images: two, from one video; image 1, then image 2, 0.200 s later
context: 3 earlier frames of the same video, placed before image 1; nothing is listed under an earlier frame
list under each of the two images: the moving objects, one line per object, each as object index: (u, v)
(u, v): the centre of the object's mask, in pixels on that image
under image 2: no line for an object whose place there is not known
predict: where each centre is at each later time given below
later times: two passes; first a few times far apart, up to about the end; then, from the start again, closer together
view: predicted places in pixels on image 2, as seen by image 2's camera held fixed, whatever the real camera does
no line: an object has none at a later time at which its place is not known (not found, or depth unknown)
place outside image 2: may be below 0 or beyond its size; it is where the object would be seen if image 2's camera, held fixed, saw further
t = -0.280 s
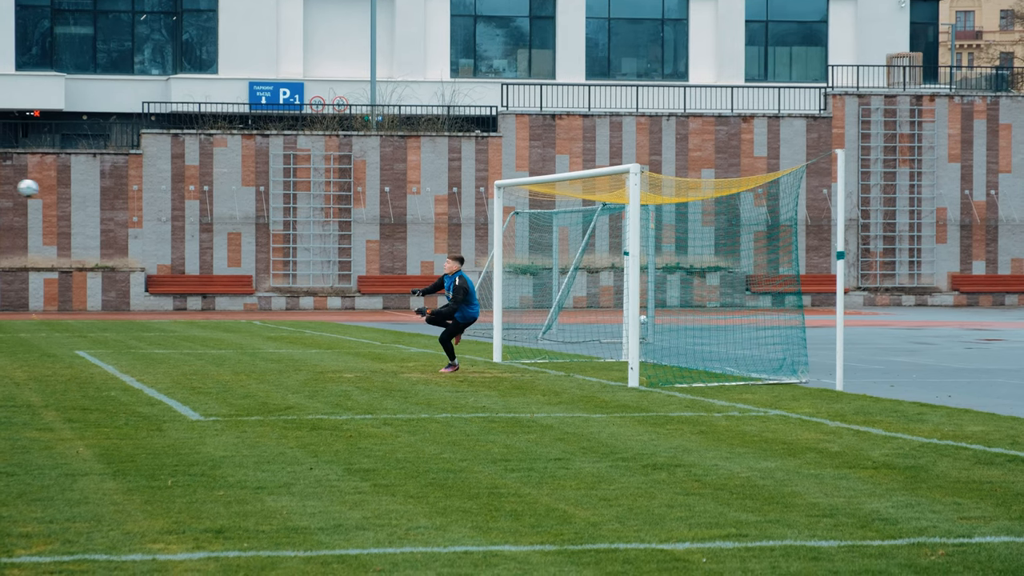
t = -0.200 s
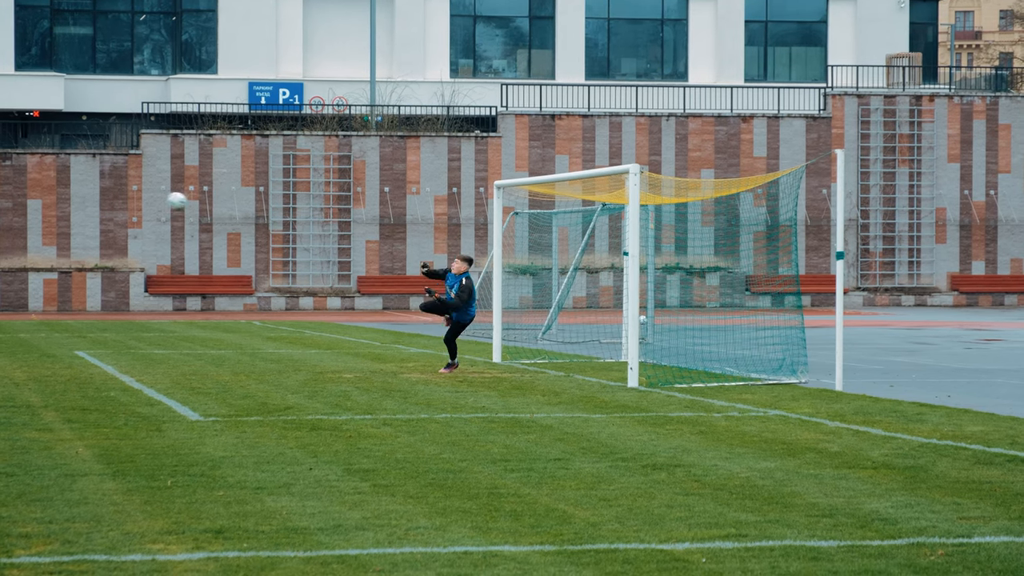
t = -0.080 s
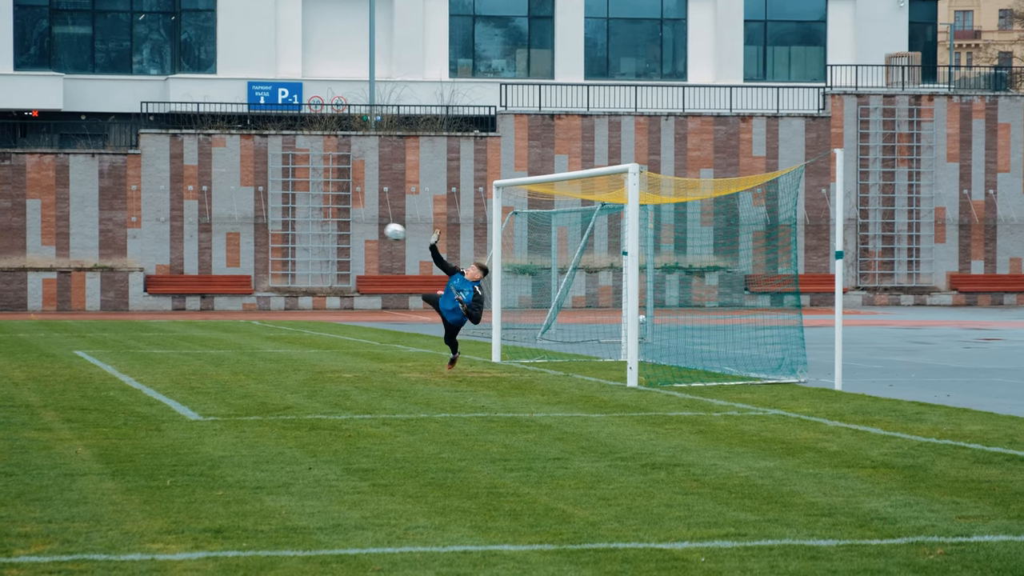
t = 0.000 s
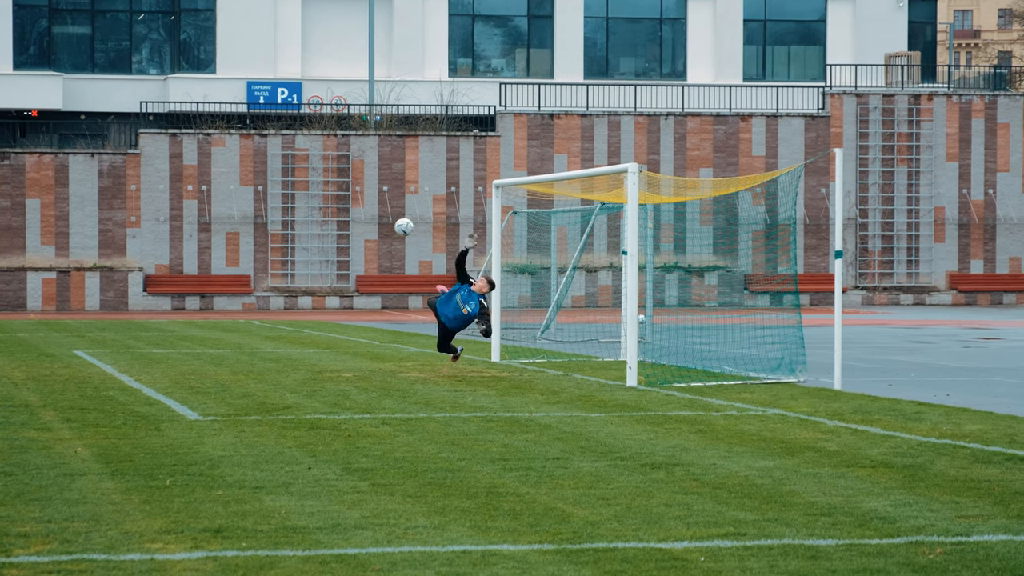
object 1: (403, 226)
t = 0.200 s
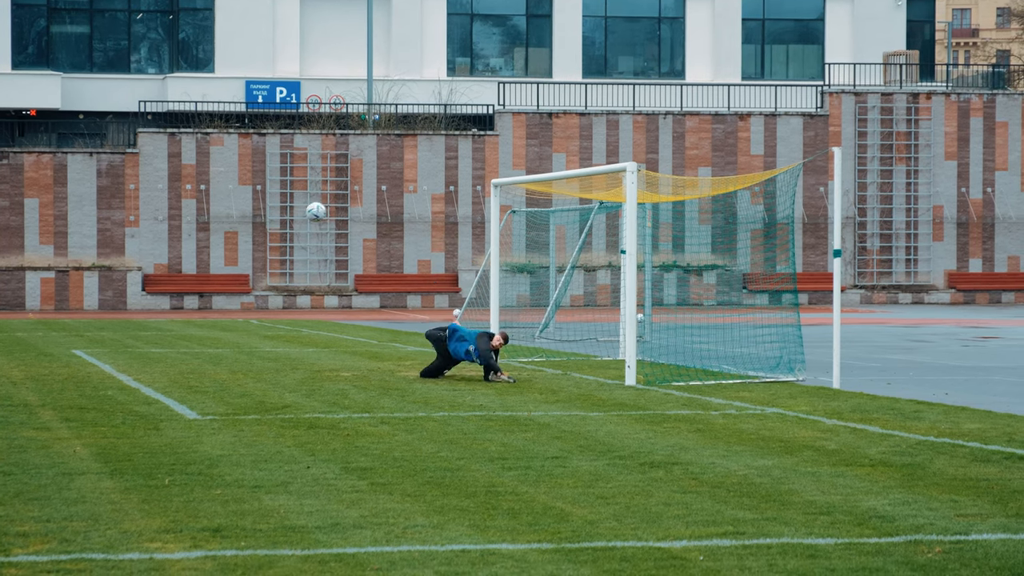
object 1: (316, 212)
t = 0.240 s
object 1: (297, 213)
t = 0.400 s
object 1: (221, 235)
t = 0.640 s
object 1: (95, 324)
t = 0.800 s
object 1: (10, 386)
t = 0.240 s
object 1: (297, 213)
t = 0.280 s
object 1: (278, 217)
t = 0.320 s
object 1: (259, 221)
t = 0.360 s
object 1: (240, 227)
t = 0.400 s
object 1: (221, 235)
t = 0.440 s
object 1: (201, 245)
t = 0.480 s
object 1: (179, 257)
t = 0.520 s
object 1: (159, 271)
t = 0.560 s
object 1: (138, 286)
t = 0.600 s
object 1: (116, 304)
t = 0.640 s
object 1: (95, 324)
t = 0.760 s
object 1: (26, 396)
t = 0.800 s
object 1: (10, 386)
